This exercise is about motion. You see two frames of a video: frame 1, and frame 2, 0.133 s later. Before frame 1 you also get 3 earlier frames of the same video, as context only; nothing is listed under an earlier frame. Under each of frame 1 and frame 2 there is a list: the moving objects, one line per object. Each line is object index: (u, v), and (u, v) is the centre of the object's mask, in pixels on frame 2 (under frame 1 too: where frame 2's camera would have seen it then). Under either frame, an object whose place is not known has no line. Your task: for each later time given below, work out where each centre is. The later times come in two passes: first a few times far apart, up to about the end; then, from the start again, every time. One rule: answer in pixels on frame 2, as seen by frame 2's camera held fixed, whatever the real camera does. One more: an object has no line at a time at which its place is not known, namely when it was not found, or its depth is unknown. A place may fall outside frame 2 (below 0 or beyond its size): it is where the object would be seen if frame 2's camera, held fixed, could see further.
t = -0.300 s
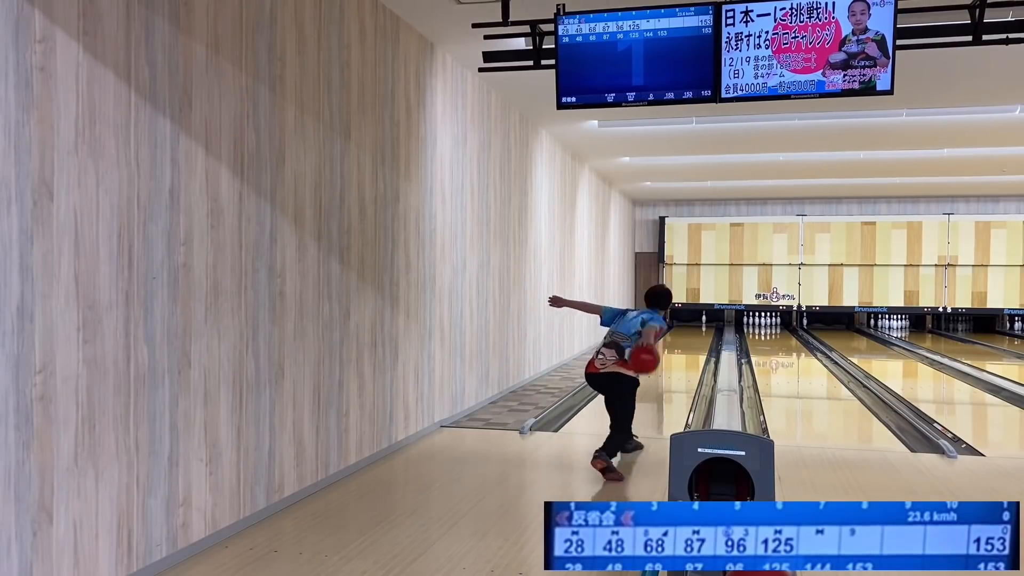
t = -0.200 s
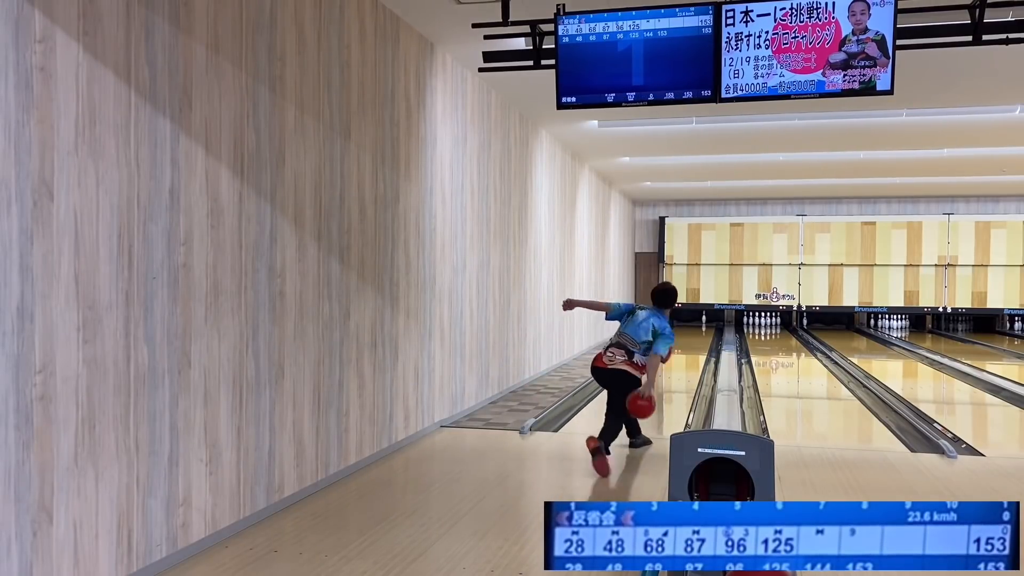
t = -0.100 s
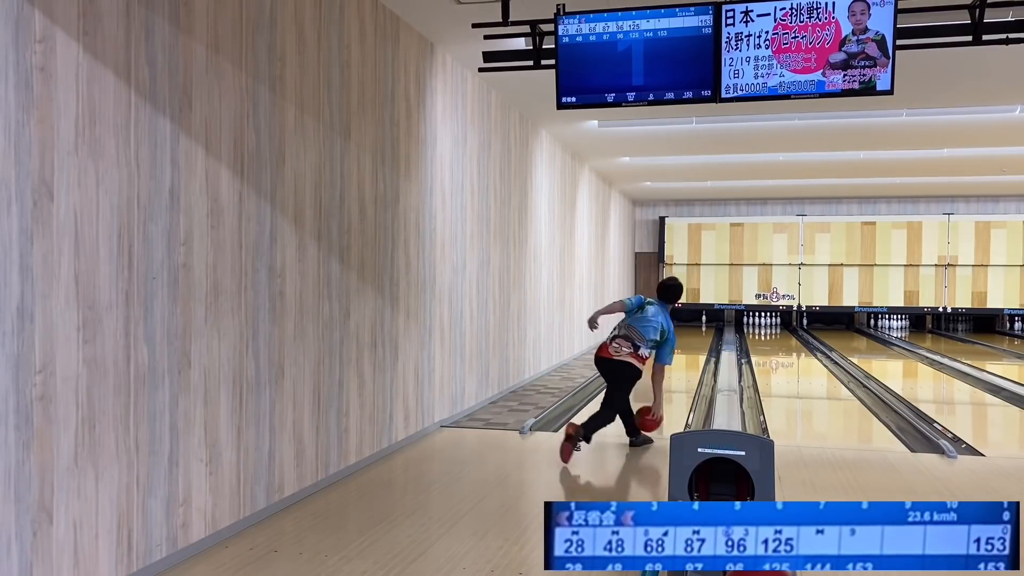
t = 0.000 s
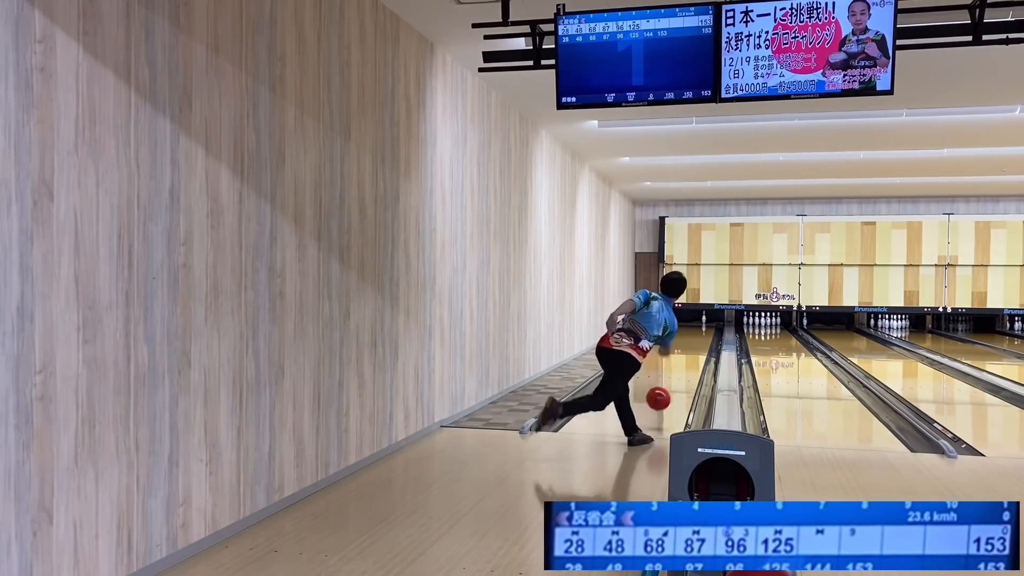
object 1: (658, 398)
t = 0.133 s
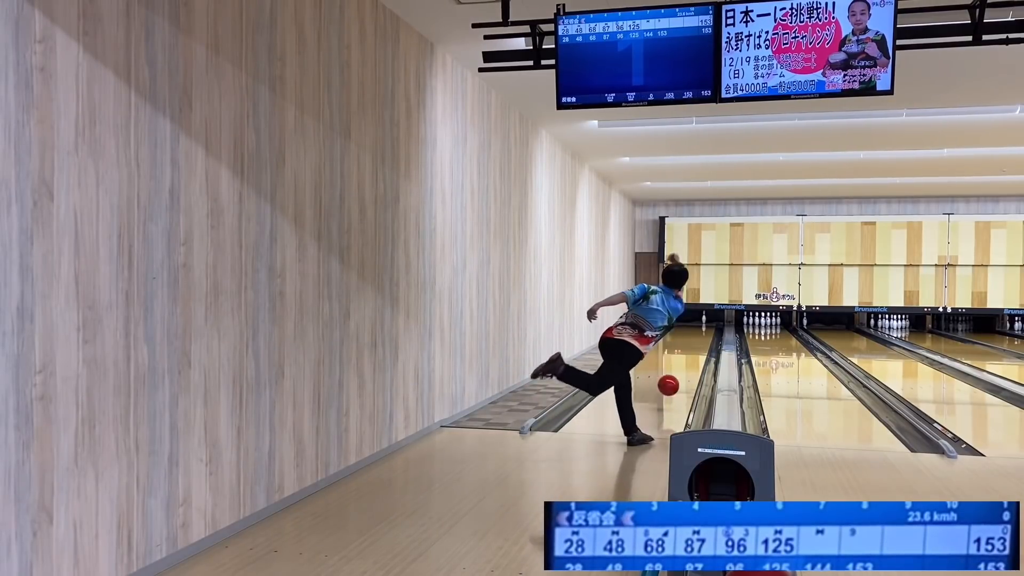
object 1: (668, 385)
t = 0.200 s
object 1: (672, 386)
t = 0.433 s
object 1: (684, 376)
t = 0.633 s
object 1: (691, 364)
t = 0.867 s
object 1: (697, 353)
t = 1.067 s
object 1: (701, 346)
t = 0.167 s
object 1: (670, 385)
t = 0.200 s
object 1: (672, 386)
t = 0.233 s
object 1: (674, 387)
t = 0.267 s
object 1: (676, 388)
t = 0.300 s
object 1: (678, 384)
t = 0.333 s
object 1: (680, 382)
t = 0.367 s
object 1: (681, 380)
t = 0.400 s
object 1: (682, 378)
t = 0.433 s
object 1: (684, 376)
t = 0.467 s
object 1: (685, 374)
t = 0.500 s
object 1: (686, 372)
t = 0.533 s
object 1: (688, 369)
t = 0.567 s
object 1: (689, 367)
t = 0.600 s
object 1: (690, 366)
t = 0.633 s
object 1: (691, 364)
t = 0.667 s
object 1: (692, 362)
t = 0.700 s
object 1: (693, 361)
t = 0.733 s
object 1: (694, 359)
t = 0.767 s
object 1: (695, 357)
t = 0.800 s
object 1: (696, 356)
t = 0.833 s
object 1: (697, 355)
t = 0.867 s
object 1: (697, 353)
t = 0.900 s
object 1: (698, 352)
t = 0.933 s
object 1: (699, 351)
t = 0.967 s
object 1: (699, 350)
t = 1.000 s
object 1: (700, 349)
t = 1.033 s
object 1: (701, 347)
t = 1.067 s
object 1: (701, 346)
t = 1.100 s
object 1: (702, 345)
